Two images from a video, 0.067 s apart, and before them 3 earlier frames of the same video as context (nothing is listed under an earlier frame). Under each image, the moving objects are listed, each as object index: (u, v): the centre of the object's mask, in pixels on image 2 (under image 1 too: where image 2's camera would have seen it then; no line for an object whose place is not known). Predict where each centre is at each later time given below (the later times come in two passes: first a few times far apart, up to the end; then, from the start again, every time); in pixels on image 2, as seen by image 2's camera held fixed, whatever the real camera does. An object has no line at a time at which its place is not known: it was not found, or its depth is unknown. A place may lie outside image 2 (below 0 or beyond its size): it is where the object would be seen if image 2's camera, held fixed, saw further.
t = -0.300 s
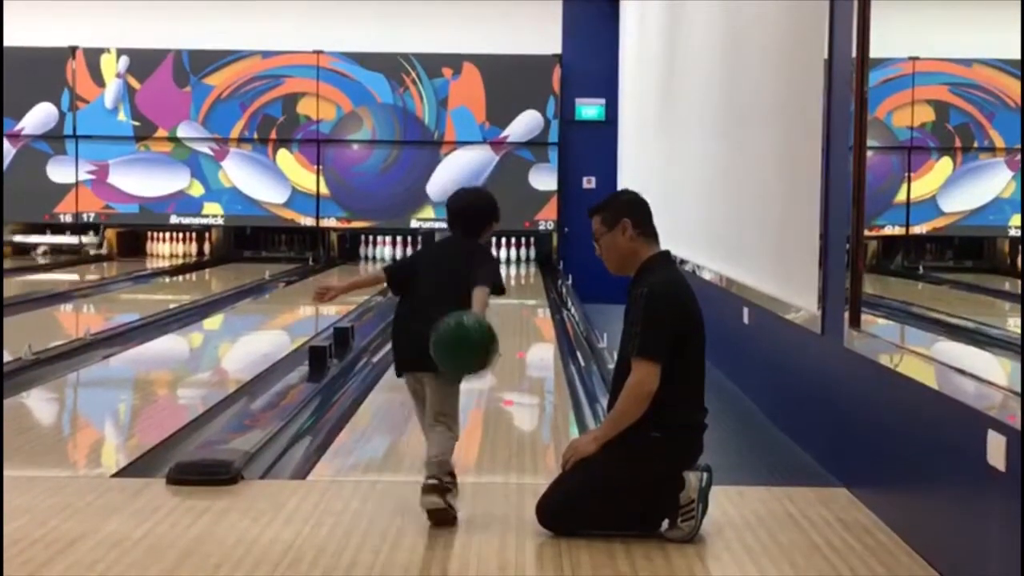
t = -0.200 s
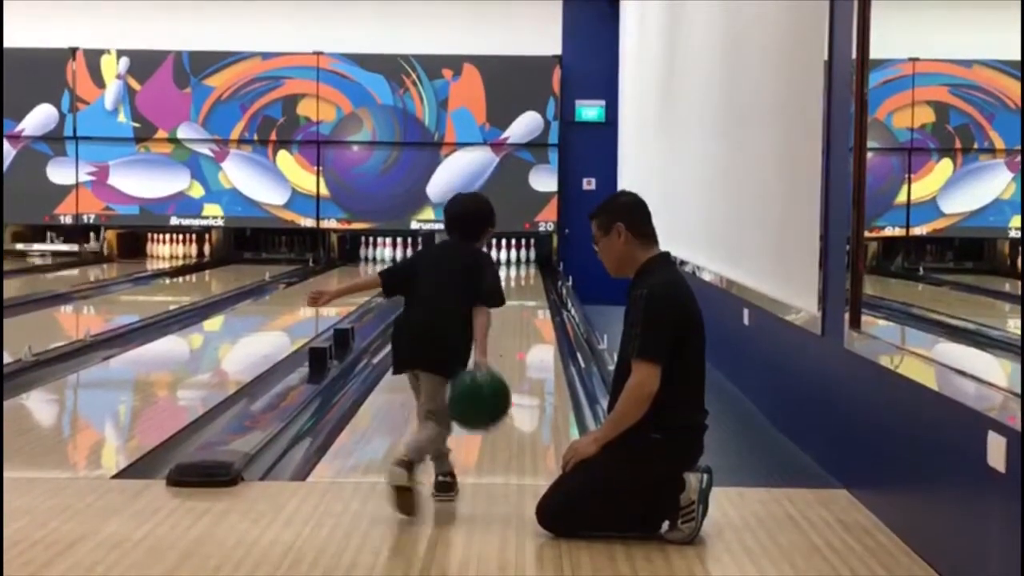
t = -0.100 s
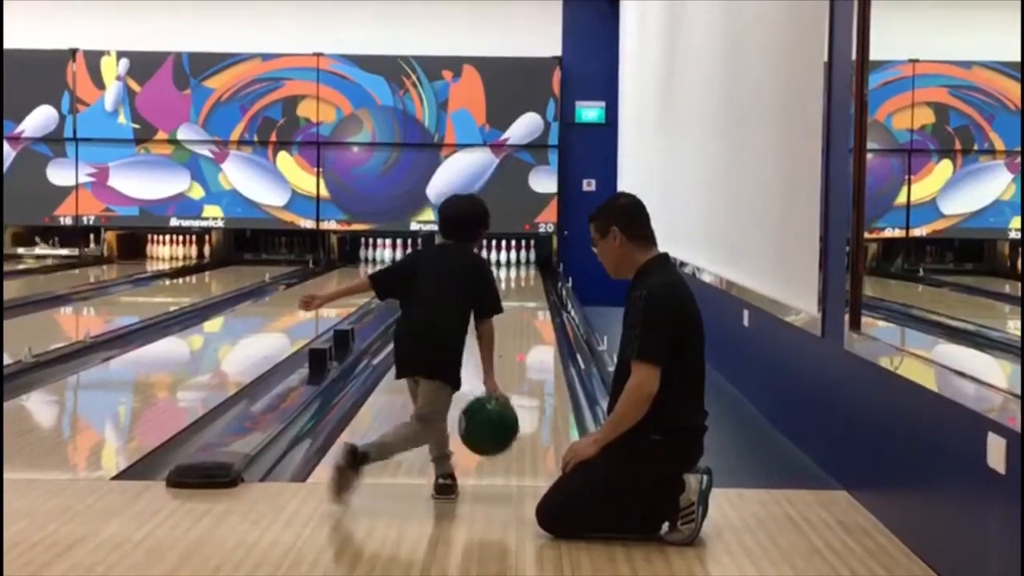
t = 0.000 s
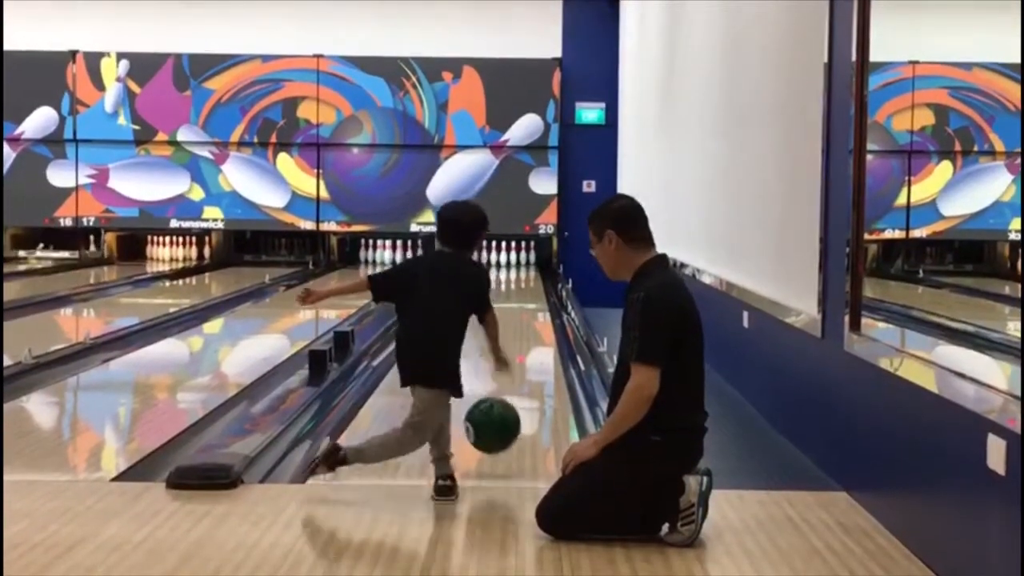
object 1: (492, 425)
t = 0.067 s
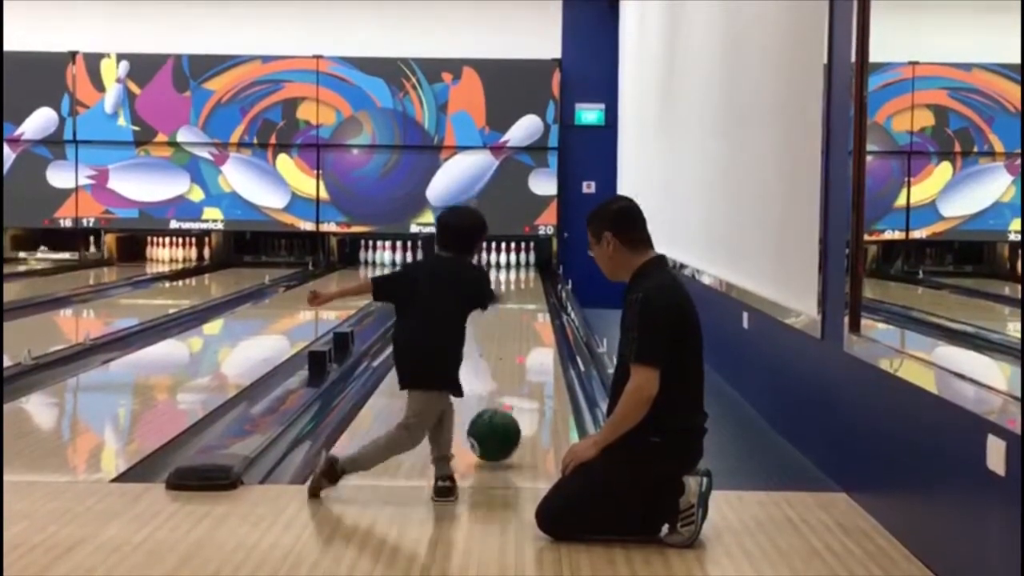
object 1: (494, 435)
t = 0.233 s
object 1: (498, 415)
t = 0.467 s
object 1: (502, 389)
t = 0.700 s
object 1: (505, 369)
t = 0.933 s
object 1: (508, 353)
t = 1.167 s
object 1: (511, 340)
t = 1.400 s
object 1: (512, 329)
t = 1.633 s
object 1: (514, 319)
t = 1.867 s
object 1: (515, 311)
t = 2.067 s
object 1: (516, 305)
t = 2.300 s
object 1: (516, 300)
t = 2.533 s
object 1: (516, 294)
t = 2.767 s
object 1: (516, 290)
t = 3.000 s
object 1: (517, 285)
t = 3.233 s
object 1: (517, 281)
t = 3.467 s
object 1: (517, 277)
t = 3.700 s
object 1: (517, 275)
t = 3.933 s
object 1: (516, 273)
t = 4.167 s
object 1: (514, 271)
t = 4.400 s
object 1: (513, 269)
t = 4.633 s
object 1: (512, 267)
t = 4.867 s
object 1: (512, 266)
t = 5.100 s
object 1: (512, 264)
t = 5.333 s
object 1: (512, 264)
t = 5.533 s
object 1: (512, 263)
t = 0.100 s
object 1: (494, 432)
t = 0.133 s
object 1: (495, 425)
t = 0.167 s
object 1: (496, 422)
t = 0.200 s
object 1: (497, 420)
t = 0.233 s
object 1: (498, 415)
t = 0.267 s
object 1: (498, 411)
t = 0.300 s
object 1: (499, 408)
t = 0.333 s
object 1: (500, 404)
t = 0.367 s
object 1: (500, 399)
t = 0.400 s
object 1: (501, 396)
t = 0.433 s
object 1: (501, 392)
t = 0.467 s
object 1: (502, 389)
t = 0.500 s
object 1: (503, 386)
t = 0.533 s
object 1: (503, 383)
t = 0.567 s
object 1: (504, 380)
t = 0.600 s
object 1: (504, 376)
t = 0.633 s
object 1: (504, 374)
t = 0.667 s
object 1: (505, 371)
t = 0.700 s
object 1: (505, 369)
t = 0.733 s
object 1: (505, 366)
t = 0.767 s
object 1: (506, 364)
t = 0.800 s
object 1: (506, 361)
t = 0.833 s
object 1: (507, 359)
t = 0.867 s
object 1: (507, 357)
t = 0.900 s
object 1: (507, 355)
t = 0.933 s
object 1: (508, 353)
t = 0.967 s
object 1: (508, 351)
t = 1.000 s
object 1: (509, 349)
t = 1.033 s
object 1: (509, 347)
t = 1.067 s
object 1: (509, 345)
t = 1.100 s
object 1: (510, 343)
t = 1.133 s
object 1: (510, 341)
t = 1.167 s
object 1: (511, 340)
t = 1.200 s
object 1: (511, 338)
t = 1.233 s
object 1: (511, 336)
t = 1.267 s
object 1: (511, 335)
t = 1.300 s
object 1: (512, 333)
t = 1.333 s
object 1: (512, 331)
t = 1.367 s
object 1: (512, 330)
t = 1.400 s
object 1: (512, 329)
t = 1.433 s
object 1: (513, 327)
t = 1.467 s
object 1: (513, 326)
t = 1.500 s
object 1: (513, 324)
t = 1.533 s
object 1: (513, 323)
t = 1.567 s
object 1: (514, 321)
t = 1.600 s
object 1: (514, 321)
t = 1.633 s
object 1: (514, 319)
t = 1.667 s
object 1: (514, 318)
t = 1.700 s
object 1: (514, 317)
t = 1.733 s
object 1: (514, 316)
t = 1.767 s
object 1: (514, 315)
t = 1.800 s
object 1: (515, 313)
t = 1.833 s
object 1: (515, 312)
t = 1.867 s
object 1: (515, 311)
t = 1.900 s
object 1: (515, 310)
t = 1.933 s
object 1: (515, 309)
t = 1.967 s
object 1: (515, 308)
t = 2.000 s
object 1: (515, 307)
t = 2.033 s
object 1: (515, 306)
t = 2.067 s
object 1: (516, 305)
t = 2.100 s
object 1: (516, 304)
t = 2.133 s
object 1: (516, 304)
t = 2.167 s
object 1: (516, 303)
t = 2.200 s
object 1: (516, 302)
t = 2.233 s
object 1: (516, 302)
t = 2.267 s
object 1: (516, 301)
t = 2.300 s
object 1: (516, 300)
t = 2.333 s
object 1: (516, 299)
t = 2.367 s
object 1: (517, 299)
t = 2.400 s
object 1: (516, 298)
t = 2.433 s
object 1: (516, 296)
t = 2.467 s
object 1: (516, 295)
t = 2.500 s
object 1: (516, 295)
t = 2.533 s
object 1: (516, 294)
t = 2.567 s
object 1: (516, 293)
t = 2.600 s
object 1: (516, 293)
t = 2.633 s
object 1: (516, 292)
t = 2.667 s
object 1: (516, 292)
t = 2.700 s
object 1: (516, 291)
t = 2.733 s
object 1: (516, 291)
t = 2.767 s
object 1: (516, 290)
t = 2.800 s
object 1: (516, 289)
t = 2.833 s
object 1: (517, 288)
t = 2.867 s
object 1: (516, 288)
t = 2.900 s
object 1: (516, 287)
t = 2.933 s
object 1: (516, 286)
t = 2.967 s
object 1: (516, 285)
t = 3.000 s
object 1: (517, 285)
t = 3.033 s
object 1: (517, 284)
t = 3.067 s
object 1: (516, 284)
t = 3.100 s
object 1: (517, 283)
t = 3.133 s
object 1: (517, 283)
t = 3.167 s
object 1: (517, 282)
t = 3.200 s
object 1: (517, 281)
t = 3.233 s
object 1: (517, 281)
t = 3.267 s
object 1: (517, 281)
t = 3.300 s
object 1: (516, 281)
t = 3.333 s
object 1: (517, 280)
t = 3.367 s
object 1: (517, 279)
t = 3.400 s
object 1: (517, 278)
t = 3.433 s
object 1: (517, 278)
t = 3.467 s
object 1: (517, 277)
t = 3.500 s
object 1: (517, 277)
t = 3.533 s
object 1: (517, 278)
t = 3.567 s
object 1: (517, 277)
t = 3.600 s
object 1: (517, 276)
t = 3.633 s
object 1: (517, 276)
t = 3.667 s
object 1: (516, 276)
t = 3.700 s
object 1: (517, 275)
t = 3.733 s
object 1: (516, 275)
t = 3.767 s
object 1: (516, 274)
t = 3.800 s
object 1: (516, 274)
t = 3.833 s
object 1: (516, 274)
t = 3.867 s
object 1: (516, 273)
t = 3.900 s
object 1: (516, 273)
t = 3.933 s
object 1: (516, 273)
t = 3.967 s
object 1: (516, 273)
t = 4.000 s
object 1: (516, 272)
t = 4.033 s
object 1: (516, 272)
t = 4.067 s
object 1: (516, 272)
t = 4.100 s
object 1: (516, 272)
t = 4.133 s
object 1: (516, 272)
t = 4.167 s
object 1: (514, 271)
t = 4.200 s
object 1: (514, 271)
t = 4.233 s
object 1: (514, 271)
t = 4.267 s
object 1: (514, 271)
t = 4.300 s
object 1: (514, 270)
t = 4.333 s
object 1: (514, 270)
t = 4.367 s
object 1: (514, 270)
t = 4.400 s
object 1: (513, 269)
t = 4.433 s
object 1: (513, 269)
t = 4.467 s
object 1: (513, 268)
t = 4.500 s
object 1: (513, 268)
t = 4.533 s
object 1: (512, 268)
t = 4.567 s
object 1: (512, 267)
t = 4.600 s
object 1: (512, 267)
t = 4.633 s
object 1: (512, 267)
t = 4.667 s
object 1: (512, 266)
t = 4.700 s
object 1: (512, 267)
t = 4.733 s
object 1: (512, 266)
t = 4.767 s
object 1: (512, 266)
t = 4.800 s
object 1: (512, 266)
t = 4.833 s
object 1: (512, 266)
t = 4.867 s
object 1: (512, 266)
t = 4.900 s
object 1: (512, 265)
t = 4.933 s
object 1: (512, 265)
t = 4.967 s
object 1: (512, 265)
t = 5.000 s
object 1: (512, 265)
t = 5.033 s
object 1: (512, 265)
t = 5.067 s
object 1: (512, 265)
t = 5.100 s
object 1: (512, 264)
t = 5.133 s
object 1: (512, 264)
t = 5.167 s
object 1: (516, 264)
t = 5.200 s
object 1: (512, 264)
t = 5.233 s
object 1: (512, 264)
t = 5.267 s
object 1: (512, 264)
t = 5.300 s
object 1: (512, 264)
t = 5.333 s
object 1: (512, 264)
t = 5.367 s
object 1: (512, 264)
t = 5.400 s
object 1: (512, 264)
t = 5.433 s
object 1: (512, 263)
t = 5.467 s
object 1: (511, 264)
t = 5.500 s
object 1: (511, 263)
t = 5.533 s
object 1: (512, 263)
